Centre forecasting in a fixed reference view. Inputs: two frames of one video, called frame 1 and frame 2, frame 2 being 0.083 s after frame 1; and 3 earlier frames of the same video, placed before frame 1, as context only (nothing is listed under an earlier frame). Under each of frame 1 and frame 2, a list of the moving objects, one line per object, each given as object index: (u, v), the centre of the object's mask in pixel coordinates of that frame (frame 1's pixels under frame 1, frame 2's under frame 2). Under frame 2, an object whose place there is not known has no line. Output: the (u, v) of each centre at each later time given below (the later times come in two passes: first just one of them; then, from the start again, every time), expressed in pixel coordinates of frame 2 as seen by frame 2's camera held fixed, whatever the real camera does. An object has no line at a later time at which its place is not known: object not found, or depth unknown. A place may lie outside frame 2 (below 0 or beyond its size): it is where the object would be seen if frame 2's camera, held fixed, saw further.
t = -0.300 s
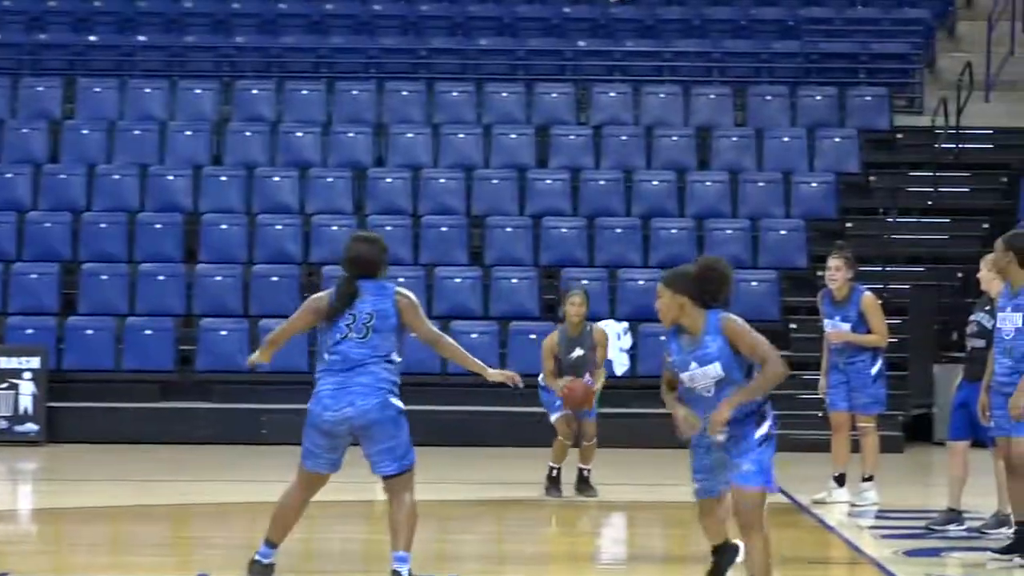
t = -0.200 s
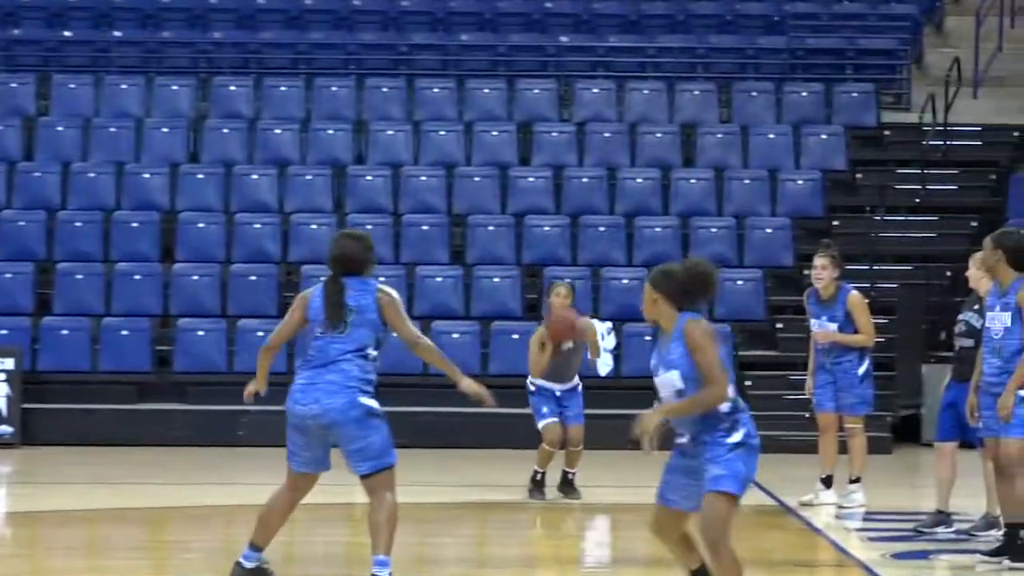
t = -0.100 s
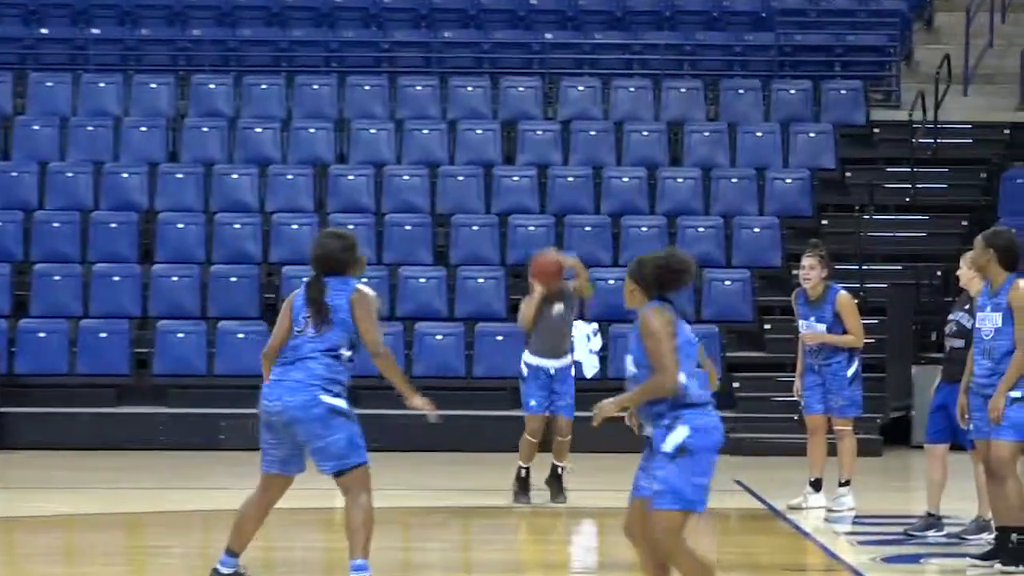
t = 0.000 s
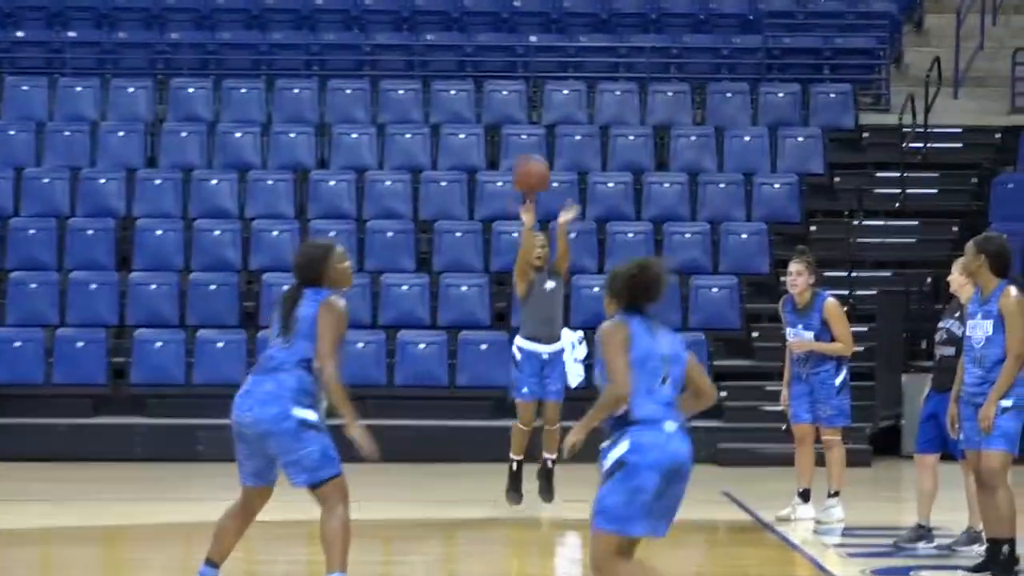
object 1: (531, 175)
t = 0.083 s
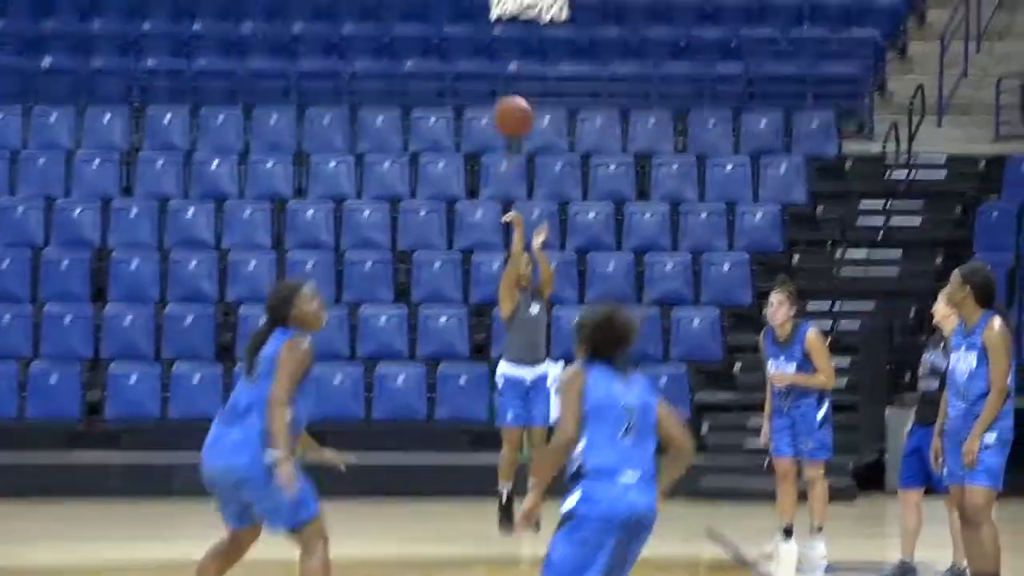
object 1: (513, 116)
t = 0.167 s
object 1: (514, 30)
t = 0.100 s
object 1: (513, 99)
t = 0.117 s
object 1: (514, 81)
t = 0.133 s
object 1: (514, 65)
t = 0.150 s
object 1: (514, 48)
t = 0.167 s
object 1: (514, 30)
